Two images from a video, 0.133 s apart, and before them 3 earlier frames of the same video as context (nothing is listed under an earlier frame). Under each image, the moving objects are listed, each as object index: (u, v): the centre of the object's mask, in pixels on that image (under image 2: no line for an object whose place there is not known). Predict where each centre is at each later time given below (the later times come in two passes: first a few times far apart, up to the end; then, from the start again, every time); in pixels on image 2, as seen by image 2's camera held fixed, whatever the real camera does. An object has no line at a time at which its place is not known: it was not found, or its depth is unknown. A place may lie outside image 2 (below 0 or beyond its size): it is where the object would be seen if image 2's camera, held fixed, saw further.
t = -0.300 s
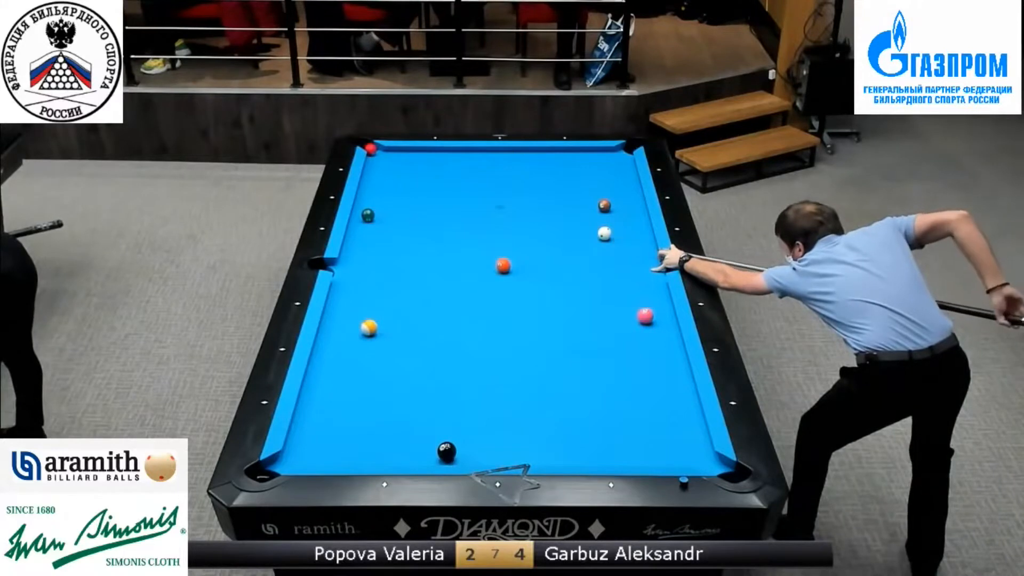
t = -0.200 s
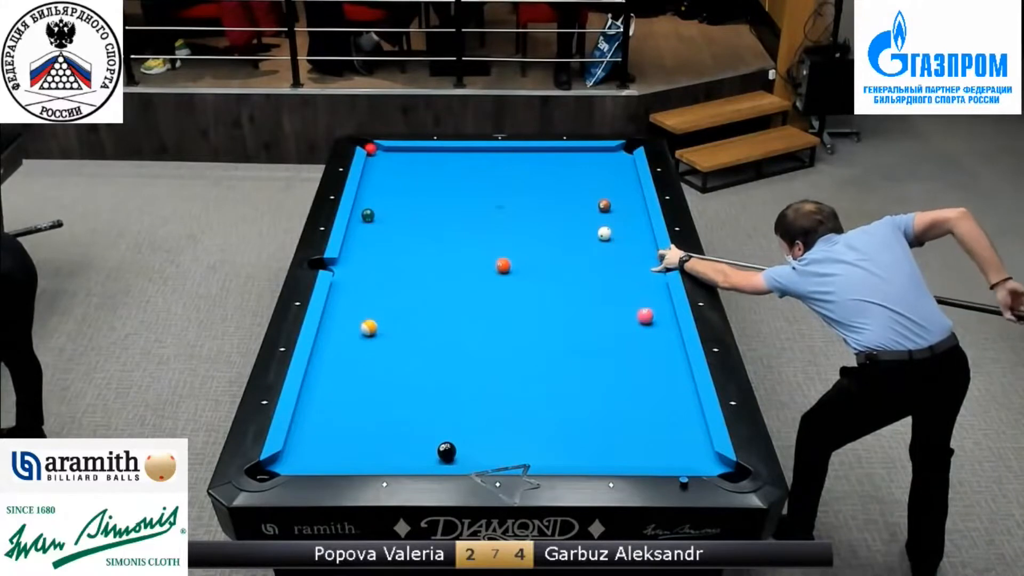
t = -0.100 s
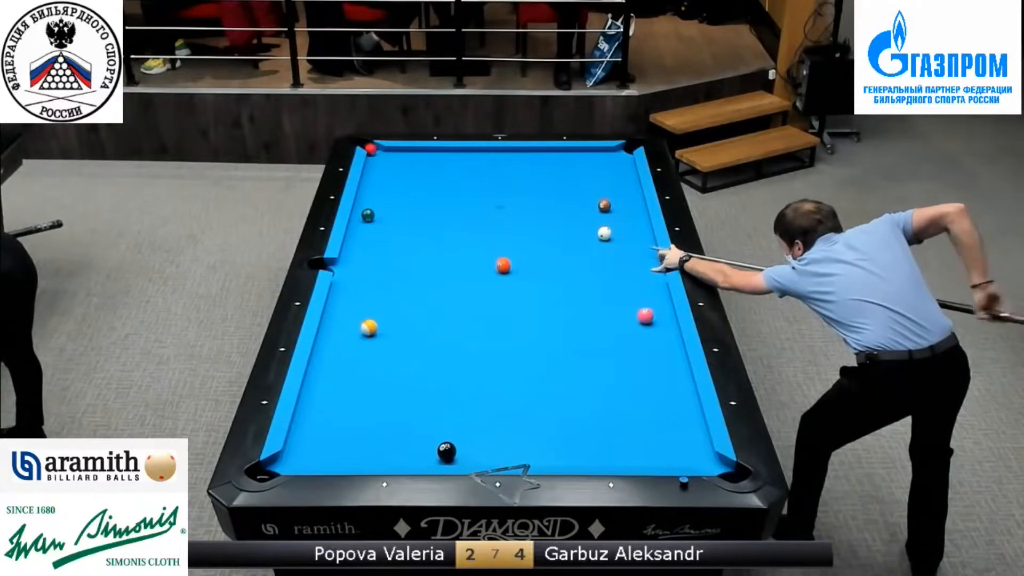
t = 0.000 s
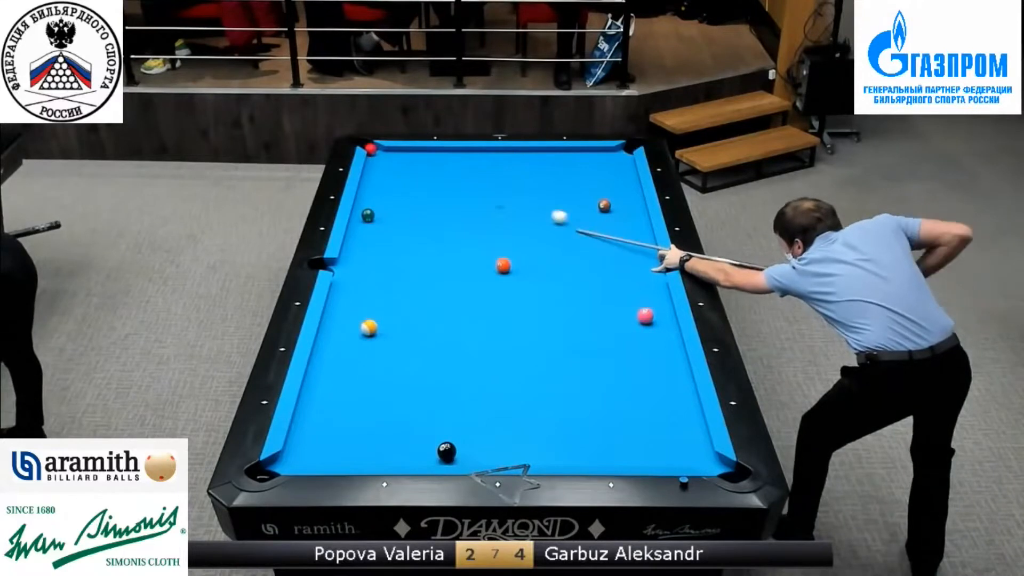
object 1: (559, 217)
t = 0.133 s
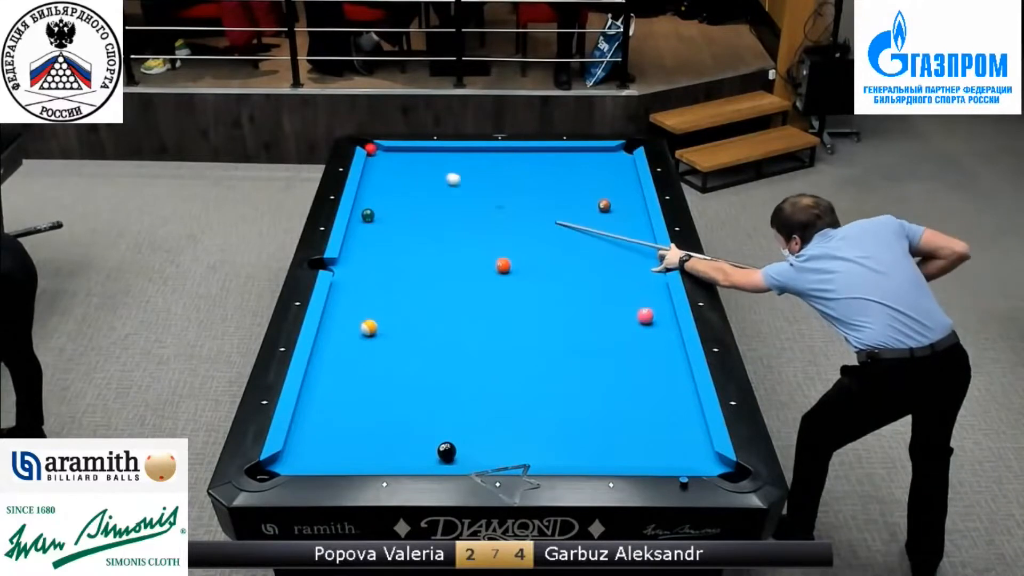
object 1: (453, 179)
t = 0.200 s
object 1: (408, 163)
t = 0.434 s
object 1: (384, 154)
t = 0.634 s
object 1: (400, 159)
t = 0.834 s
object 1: (417, 165)
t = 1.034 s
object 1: (433, 170)
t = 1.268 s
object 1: (453, 176)
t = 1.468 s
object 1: (468, 181)
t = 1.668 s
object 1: (485, 187)
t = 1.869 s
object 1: (500, 191)
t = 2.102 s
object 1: (518, 197)
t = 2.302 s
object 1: (533, 202)
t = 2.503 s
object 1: (547, 206)
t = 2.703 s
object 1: (561, 211)
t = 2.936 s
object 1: (578, 216)
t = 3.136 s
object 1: (591, 220)
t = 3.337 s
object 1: (604, 224)
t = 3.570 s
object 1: (618, 228)
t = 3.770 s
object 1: (630, 232)
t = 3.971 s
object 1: (641, 235)
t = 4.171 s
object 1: (646, 237)
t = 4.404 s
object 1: (640, 240)
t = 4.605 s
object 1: (636, 241)
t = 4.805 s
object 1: (632, 242)
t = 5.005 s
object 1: (629, 243)
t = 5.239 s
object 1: (626, 244)
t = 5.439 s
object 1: (624, 245)
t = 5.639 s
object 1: (623, 245)
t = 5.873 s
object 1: (623, 245)
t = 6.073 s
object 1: (623, 245)
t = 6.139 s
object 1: (623, 245)
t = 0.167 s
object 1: (430, 171)
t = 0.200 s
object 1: (408, 163)
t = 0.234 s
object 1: (386, 155)
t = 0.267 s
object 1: (379, 152)
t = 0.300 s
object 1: (379, 152)
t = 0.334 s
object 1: (379, 152)
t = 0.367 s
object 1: (381, 153)
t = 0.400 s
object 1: (382, 153)
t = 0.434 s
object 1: (384, 154)
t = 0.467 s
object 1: (386, 154)
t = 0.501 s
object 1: (389, 155)
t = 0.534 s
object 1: (391, 156)
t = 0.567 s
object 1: (394, 157)
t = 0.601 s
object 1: (397, 158)
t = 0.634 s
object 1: (400, 159)
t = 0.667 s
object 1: (403, 160)
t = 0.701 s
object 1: (406, 161)
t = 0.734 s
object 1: (408, 162)
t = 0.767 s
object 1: (411, 163)
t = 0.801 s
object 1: (414, 164)
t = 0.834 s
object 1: (417, 165)
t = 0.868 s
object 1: (420, 165)
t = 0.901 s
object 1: (422, 166)
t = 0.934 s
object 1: (425, 167)
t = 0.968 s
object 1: (428, 168)
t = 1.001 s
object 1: (431, 169)
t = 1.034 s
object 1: (433, 170)
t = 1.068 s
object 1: (436, 171)
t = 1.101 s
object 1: (439, 172)
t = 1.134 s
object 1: (442, 173)
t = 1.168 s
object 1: (445, 173)
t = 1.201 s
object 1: (447, 174)
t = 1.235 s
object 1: (450, 175)
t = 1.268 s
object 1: (453, 176)
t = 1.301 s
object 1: (456, 177)
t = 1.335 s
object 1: (458, 178)
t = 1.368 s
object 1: (461, 179)
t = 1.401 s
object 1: (463, 180)
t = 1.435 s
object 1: (466, 180)
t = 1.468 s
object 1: (468, 181)
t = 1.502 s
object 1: (471, 182)
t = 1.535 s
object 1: (474, 183)
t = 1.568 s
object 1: (477, 184)
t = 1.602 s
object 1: (479, 185)
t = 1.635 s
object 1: (482, 186)
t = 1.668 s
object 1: (485, 187)
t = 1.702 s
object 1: (487, 187)
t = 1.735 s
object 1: (490, 188)
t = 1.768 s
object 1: (492, 189)
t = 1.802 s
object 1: (495, 190)
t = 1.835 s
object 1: (498, 191)
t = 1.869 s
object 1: (500, 191)
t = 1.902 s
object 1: (503, 192)
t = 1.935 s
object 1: (505, 193)
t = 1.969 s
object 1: (508, 194)
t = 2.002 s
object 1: (510, 195)
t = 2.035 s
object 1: (513, 196)
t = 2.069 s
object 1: (515, 196)
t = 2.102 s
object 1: (518, 197)
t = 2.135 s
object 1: (520, 198)
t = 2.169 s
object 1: (523, 199)
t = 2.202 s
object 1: (525, 200)
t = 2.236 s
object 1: (528, 200)
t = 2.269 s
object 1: (530, 201)
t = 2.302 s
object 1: (533, 202)
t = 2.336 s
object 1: (535, 203)
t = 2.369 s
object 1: (538, 203)
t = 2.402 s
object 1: (540, 204)
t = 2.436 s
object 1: (542, 205)
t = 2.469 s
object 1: (545, 206)
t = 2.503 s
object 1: (547, 206)
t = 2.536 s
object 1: (550, 207)
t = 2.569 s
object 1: (552, 208)
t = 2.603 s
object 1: (554, 209)
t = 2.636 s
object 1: (557, 209)
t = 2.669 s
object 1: (559, 210)
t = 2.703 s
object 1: (561, 211)
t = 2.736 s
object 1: (564, 212)
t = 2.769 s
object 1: (566, 212)
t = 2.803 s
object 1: (568, 213)
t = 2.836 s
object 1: (571, 214)
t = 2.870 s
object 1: (573, 214)
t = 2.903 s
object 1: (575, 215)
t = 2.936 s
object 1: (578, 216)
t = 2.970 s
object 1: (580, 216)
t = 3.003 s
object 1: (582, 217)
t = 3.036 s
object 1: (584, 218)
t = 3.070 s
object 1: (587, 218)
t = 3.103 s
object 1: (589, 219)
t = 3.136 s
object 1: (591, 220)
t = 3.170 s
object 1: (593, 220)
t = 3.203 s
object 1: (595, 221)
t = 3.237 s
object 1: (597, 222)
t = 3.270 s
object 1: (599, 222)
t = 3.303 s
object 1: (602, 223)
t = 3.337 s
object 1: (604, 224)
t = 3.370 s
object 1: (606, 224)
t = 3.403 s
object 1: (608, 225)
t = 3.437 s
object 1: (610, 225)
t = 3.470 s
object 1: (612, 226)
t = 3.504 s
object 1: (614, 227)
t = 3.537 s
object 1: (616, 227)
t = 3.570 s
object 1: (618, 228)
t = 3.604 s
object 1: (620, 229)
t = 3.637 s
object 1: (622, 229)
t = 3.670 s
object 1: (624, 230)
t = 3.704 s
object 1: (626, 230)
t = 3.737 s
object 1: (628, 231)
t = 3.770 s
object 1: (630, 232)
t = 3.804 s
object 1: (632, 232)
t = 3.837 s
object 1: (634, 233)
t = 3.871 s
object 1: (636, 233)
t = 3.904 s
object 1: (638, 234)
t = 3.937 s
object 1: (639, 234)
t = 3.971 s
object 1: (641, 235)
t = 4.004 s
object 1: (643, 235)
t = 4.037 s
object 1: (645, 236)
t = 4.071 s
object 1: (647, 237)
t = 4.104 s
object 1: (647, 237)
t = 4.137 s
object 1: (647, 237)
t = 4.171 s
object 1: (646, 237)
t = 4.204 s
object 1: (645, 238)
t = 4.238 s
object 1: (644, 238)
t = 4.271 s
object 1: (643, 238)
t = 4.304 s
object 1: (642, 239)
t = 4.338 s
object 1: (642, 239)
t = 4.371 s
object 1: (641, 239)
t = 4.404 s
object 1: (640, 240)
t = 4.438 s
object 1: (639, 240)
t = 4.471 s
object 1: (639, 240)
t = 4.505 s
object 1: (638, 240)
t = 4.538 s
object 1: (637, 241)
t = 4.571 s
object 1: (637, 241)
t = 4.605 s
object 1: (636, 241)
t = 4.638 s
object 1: (635, 241)
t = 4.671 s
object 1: (634, 241)
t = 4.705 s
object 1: (634, 242)
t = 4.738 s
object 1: (633, 242)
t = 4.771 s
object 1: (633, 242)
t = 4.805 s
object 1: (632, 242)
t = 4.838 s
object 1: (631, 242)
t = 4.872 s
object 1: (631, 243)
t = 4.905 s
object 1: (631, 243)
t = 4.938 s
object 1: (630, 243)
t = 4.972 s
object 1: (629, 243)
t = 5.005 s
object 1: (629, 243)
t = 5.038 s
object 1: (628, 243)
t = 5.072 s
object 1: (628, 243)
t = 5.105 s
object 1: (628, 244)
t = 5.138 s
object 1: (627, 244)
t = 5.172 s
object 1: (627, 244)
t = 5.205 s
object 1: (626, 244)
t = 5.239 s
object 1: (626, 244)
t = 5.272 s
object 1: (626, 244)
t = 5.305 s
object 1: (626, 244)
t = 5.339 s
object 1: (625, 244)
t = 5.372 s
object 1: (625, 245)
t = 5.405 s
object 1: (625, 245)
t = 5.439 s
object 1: (624, 245)
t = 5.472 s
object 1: (624, 245)
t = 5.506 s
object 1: (624, 245)
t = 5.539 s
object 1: (624, 245)
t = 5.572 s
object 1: (624, 245)
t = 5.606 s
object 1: (623, 245)
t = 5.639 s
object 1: (623, 245)
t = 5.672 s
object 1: (623, 245)
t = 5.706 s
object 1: (623, 245)
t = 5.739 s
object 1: (623, 245)
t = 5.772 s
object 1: (623, 245)
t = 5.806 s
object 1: (623, 245)
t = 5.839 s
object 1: (623, 245)
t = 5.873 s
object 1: (623, 245)
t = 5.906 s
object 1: (623, 245)
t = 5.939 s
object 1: (623, 245)
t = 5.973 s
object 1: (623, 245)
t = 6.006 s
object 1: (623, 245)
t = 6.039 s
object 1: (623, 245)
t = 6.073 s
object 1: (623, 245)
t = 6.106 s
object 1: (623, 245)
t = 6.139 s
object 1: (623, 245)
